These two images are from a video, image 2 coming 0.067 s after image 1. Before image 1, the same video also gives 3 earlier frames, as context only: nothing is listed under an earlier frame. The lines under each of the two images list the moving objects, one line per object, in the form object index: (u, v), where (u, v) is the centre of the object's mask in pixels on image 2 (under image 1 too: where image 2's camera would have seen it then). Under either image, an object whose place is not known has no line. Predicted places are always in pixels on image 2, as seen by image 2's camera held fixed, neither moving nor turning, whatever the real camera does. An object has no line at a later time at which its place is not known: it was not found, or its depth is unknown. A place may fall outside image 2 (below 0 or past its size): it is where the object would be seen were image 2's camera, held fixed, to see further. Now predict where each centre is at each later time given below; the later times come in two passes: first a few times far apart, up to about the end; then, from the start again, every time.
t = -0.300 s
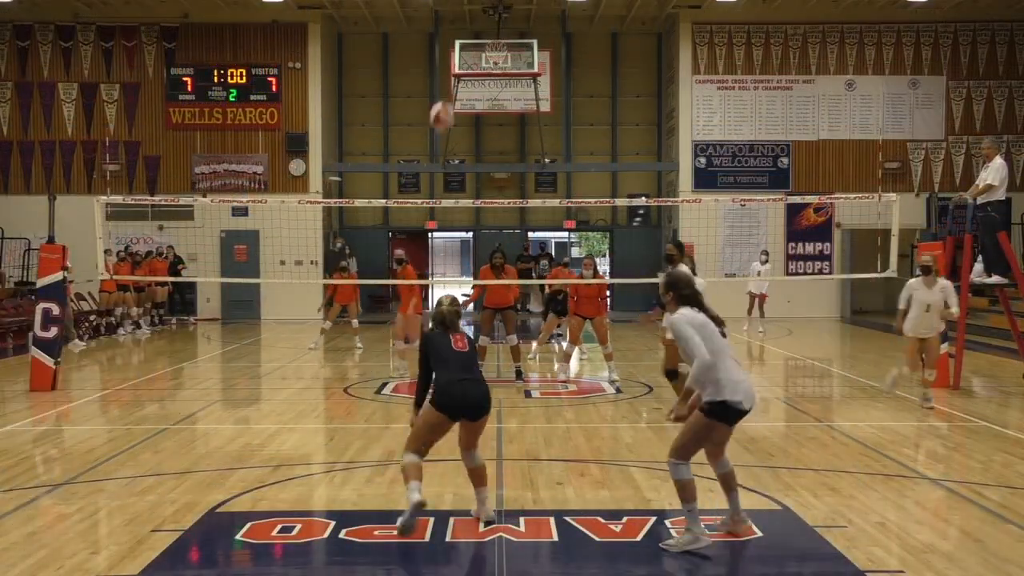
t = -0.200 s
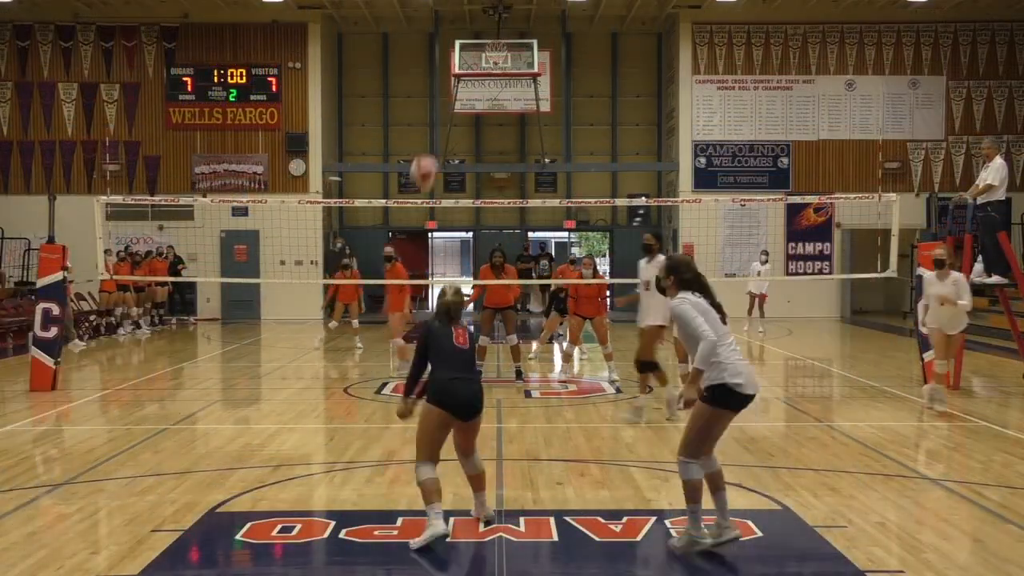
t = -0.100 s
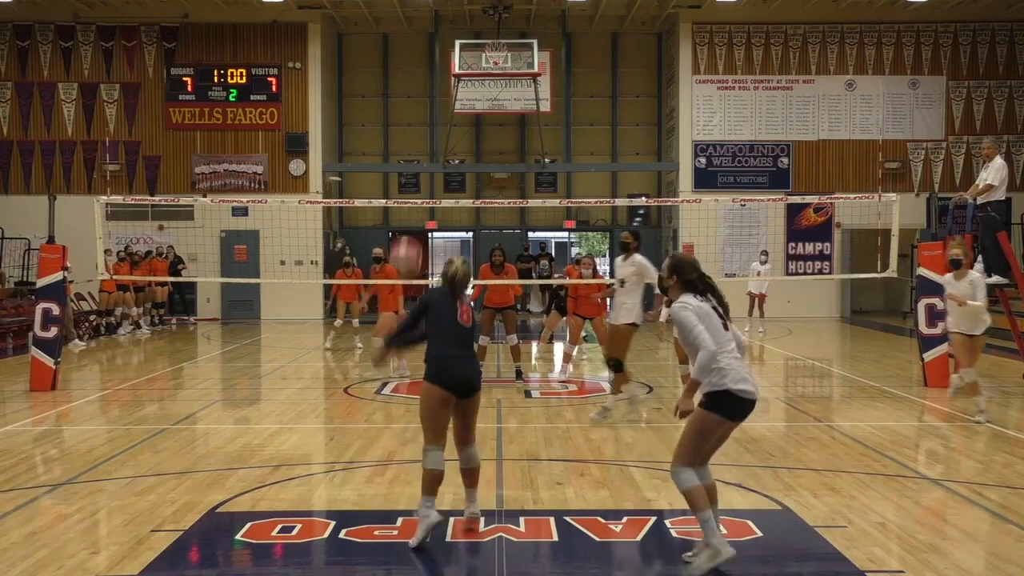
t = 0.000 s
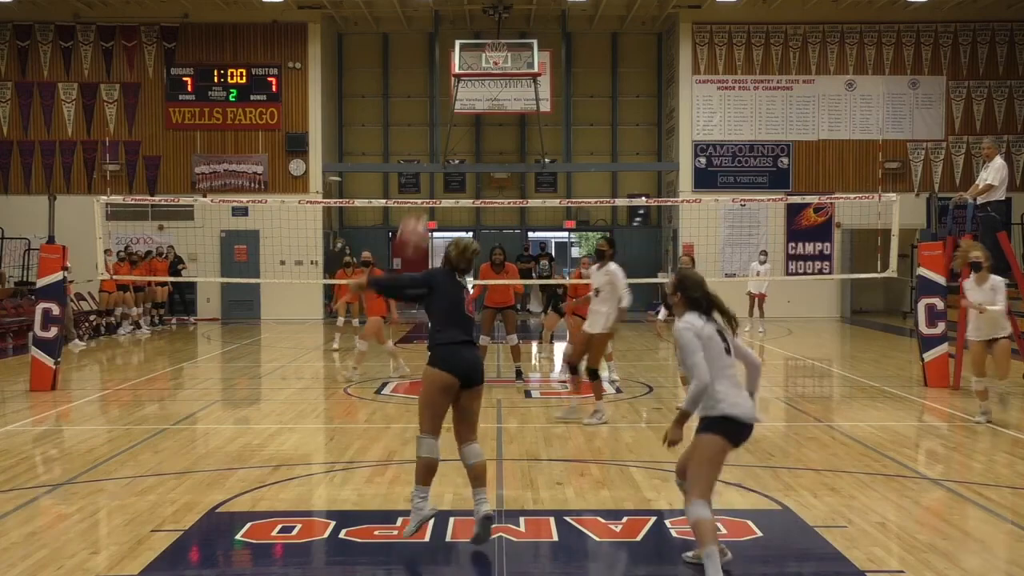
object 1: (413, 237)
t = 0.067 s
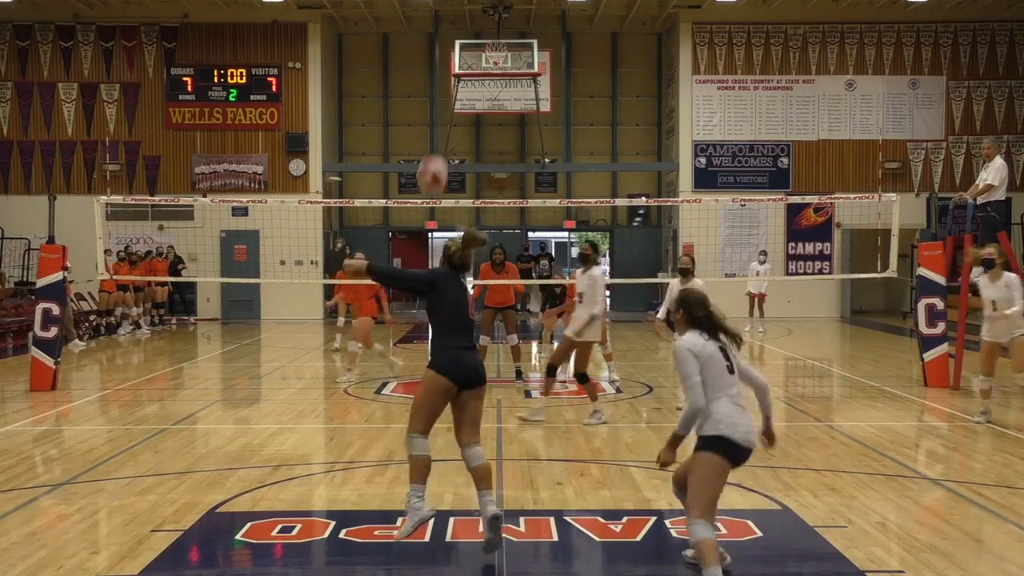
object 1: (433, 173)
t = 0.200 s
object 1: (462, 89)
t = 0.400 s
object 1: (504, 26)
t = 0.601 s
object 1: (538, 24)
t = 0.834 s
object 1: (569, 78)
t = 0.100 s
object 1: (441, 148)
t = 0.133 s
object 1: (449, 126)
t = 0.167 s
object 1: (457, 108)
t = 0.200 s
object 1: (462, 89)
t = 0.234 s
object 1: (473, 75)
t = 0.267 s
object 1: (479, 60)
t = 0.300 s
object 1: (487, 49)
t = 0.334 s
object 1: (493, 39)
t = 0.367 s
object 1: (499, 32)
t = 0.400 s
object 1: (504, 26)
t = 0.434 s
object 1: (511, 23)
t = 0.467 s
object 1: (516, 21)
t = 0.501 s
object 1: (522, 19)
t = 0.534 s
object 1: (527, 19)
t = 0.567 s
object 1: (533, 21)
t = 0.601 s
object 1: (538, 24)
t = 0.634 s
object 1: (543, 28)
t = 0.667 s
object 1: (548, 34)
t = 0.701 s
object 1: (552, 40)
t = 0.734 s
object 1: (557, 49)
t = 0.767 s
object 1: (561, 58)
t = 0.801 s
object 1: (565, 68)
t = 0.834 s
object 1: (569, 78)
